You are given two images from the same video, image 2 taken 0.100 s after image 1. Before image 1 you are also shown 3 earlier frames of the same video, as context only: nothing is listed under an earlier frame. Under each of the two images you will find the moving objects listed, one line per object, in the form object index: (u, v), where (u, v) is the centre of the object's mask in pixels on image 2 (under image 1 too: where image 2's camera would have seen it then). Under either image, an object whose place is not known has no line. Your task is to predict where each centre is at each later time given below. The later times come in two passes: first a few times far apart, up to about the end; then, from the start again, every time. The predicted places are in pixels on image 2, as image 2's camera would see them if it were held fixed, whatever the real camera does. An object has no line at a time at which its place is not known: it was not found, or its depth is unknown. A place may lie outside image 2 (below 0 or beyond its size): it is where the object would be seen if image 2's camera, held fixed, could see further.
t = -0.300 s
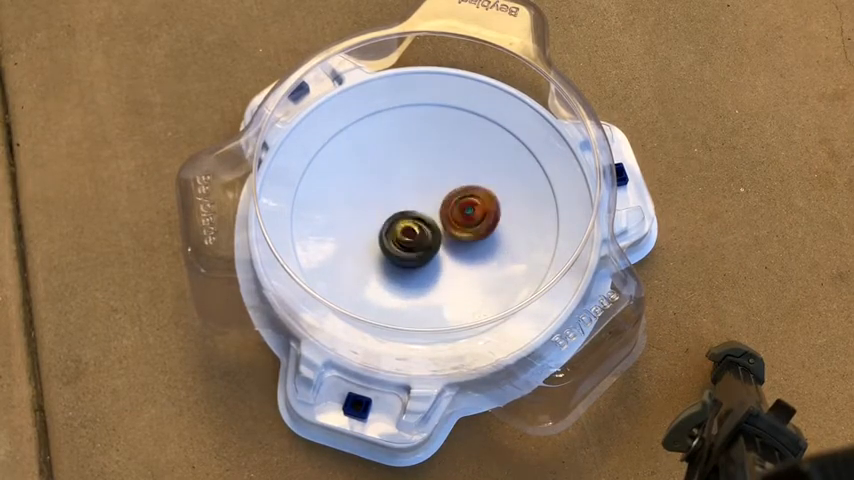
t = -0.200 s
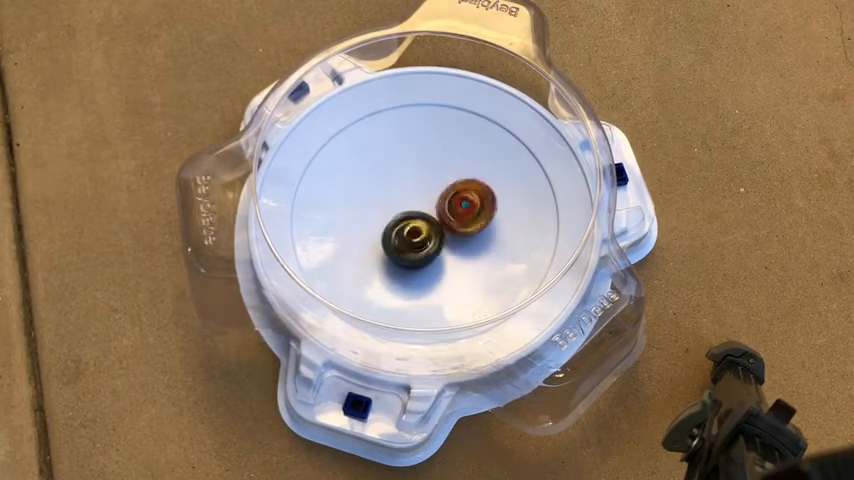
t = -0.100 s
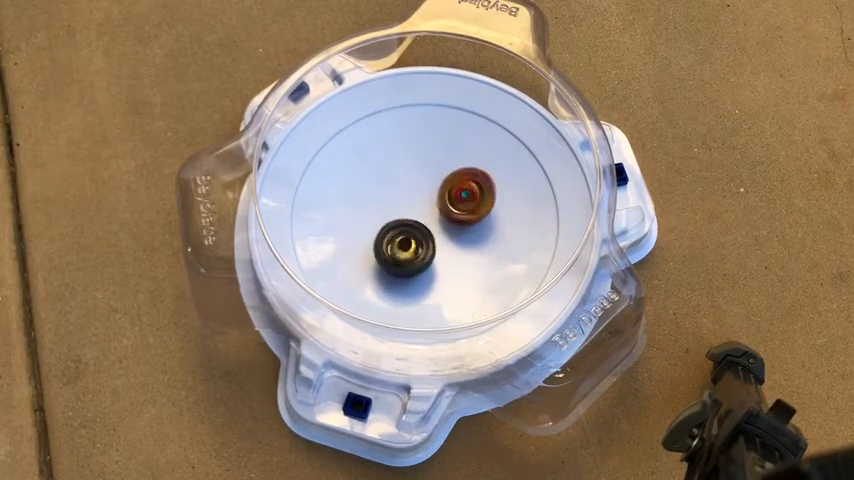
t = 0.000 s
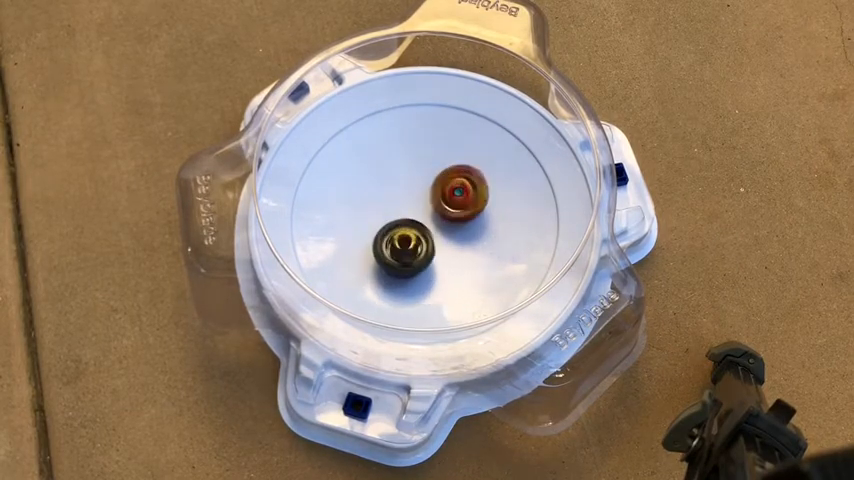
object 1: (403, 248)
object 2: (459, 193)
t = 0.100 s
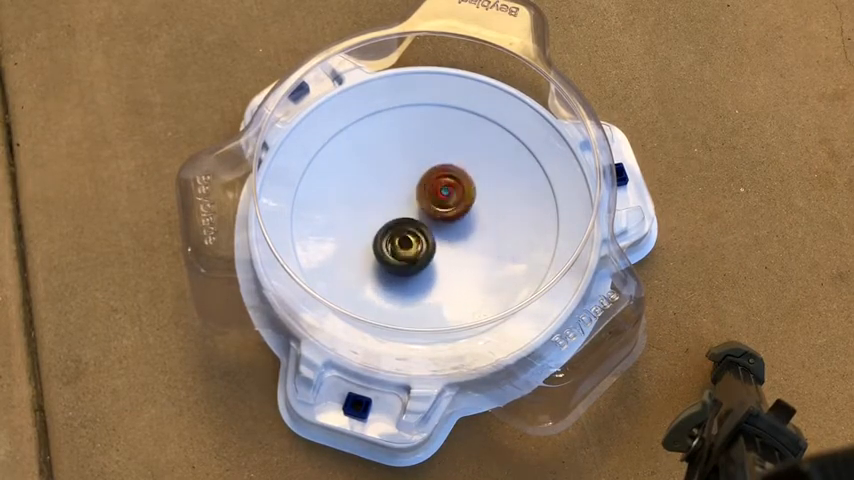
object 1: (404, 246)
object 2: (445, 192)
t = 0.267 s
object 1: (406, 244)
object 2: (418, 187)
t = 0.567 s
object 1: (417, 239)
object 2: (383, 182)
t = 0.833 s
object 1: (448, 251)
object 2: (362, 171)
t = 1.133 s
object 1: (448, 231)
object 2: (366, 182)
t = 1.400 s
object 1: (460, 218)
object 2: (378, 216)
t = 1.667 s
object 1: (456, 204)
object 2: (413, 269)
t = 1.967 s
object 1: (440, 200)
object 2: (435, 291)
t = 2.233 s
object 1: (423, 215)
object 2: (441, 280)
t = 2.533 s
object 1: (396, 213)
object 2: (464, 244)
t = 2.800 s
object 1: (396, 220)
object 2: (474, 191)
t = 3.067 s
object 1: (413, 223)
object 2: (461, 171)
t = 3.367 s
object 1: (420, 231)
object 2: (434, 168)
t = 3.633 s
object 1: (429, 238)
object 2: (391, 182)
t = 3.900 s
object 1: (434, 232)
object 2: (364, 215)
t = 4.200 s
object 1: (434, 214)
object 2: (367, 255)
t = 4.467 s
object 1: (425, 214)
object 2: (402, 275)
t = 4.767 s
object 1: (417, 213)
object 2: (463, 272)
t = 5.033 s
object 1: (421, 216)
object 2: (488, 235)
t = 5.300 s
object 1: (423, 218)
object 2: (476, 187)
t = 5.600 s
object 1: (425, 220)
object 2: (426, 162)
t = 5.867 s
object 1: (431, 220)
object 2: (382, 184)
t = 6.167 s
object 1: (436, 216)
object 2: (370, 241)
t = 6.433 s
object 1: (430, 216)
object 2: (402, 274)
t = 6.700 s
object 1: (418, 211)
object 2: (456, 270)
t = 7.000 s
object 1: (415, 215)
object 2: (485, 218)
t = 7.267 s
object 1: (419, 222)
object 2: (464, 176)
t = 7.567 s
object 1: (430, 227)
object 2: (412, 173)
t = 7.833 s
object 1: (437, 227)
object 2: (371, 208)
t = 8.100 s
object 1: (440, 225)
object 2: (384, 256)
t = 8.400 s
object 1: (433, 211)
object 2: (442, 265)
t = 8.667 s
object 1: (426, 198)
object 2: (468, 232)
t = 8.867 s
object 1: (417, 208)
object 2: (470, 204)
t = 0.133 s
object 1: (404, 246)
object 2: (440, 192)
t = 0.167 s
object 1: (404, 246)
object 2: (434, 191)
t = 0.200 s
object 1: (405, 244)
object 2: (427, 190)
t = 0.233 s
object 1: (405, 244)
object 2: (422, 190)
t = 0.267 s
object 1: (406, 244)
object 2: (418, 187)
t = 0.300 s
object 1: (407, 243)
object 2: (413, 186)
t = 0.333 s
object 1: (407, 243)
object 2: (408, 184)
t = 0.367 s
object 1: (408, 242)
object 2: (403, 184)
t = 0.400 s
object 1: (409, 241)
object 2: (398, 184)
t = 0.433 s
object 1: (410, 240)
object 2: (395, 184)
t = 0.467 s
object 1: (411, 239)
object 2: (392, 183)
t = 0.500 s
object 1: (412, 238)
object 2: (389, 183)
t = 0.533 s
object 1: (413, 237)
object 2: (387, 183)
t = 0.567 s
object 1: (417, 239)
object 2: (383, 182)
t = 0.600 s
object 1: (427, 247)
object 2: (375, 175)
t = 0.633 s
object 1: (434, 251)
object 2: (370, 171)
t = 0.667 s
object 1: (439, 253)
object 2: (365, 170)
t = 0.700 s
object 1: (442, 254)
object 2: (363, 170)
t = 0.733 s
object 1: (443, 254)
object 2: (362, 170)
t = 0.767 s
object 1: (445, 253)
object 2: (362, 170)
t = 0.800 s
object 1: (446, 252)
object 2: (362, 170)
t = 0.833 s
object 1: (448, 251)
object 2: (362, 171)
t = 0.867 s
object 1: (449, 250)
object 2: (362, 171)
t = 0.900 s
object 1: (450, 248)
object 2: (362, 171)
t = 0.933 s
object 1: (450, 246)
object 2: (362, 172)
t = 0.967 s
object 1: (451, 244)
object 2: (362, 173)
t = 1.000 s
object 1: (451, 241)
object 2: (362, 174)
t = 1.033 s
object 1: (451, 239)
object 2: (363, 176)
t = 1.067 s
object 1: (450, 236)
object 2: (363, 178)
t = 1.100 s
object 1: (450, 234)
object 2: (364, 180)
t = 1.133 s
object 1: (448, 231)
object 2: (366, 182)
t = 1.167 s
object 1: (447, 229)
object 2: (368, 185)
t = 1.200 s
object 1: (445, 226)
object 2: (371, 188)
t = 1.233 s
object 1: (443, 223)
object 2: (376, 192)
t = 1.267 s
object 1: (440, 221)
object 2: (380, 196)
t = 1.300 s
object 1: (444, 219)
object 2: (381, 200)
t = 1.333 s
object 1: (453, 218)
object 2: (378, 204)
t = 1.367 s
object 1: (458, 218)
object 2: (377, 209)
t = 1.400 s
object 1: (460, 218)
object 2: (378, 216)
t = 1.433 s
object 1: (460, 217)
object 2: (381, 222)
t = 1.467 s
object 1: (460, 217)
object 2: (385, 228)
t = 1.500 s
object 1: (459, 216)
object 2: (390, 234)
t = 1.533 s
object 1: (458, 215)
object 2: (395, 240)
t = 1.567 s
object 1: (457, 215)
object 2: (401, 246)
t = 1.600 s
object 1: (455, 214)
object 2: (406, 251)
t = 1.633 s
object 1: (456, 209)
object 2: (410, 260)
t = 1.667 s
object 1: (456, 204)
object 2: (413, 269)
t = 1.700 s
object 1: (455, 202)
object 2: (415, 277)
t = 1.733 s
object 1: (454, 201)
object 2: (418, 283)
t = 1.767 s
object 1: (453, 200)
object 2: (421, 287)
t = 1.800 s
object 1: (451, 199)
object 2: (424, 289)
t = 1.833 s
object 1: (449, 199)
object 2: (426, 291)
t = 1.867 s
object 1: (447, 199)
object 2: (429, 291)
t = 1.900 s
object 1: (444, 199)
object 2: (431, 292)
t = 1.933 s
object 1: (442, 199)
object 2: (434, 292)
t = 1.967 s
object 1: (440, 200)
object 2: (435, 291)
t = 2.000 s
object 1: (437, 201)
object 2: (436, 291)
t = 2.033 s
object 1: (435, 202)
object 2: (436, 290)
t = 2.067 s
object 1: (432, 204)
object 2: (437, 289)
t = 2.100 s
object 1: (430, 205)
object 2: (438, 289)
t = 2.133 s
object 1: (428, 207)
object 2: (439, 287)
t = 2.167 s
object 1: (426, 210)
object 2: (439, 286)
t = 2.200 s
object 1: (425, 212)
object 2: (440, 284)
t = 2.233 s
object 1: (423, 215)
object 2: (441, 280)
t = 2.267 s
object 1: (422, 218)
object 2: (441, 276)
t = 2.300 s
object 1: (419, 218)
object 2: (443, 273)
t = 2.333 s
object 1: (414, 214)
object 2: (446, 272)
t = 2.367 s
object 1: (412, 214)
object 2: (448, 269)
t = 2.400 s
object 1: (411, 215)
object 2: (448, 265)
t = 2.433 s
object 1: (406, 214)
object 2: (452, 260)
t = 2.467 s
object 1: (400, 212)
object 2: (458, 257)
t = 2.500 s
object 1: (397, 212)
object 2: (462, 251)
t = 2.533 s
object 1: (396, 213)
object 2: (464, 244)
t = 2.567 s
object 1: (395, 213)
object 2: (466, 237)
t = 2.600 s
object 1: (394, 213)
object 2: (468, 231)
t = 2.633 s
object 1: (393, 215)
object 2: (470, 224)
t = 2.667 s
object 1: (393, 215)
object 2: (471, 217)
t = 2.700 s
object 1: (393, 217)
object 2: (472, 210)
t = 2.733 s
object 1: (394, 217)
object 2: (474, 204)
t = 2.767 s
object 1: (394, 219)
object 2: (474, 197)
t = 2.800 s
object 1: (396, 220)
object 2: (474, 191)
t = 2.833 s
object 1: (397, 221)
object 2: (474, 186)
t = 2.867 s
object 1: (399, 222)
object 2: (473, 183)
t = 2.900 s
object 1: (401, 222)
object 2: (471, 179)
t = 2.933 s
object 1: (403, 223)
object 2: (470, 176)
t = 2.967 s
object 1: (405, 223)
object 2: (468, 174)
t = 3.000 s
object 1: (408, 223)
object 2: (466, 173)
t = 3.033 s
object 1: (410, 223)
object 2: (464, 172)
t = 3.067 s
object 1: (413, 223)
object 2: (461, 171)
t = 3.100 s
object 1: (415, 221)
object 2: (457, 170)
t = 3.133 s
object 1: (417, 220)
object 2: (455, 170)
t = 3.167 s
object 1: (420, 219)
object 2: (452, 171)
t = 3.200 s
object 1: (418, 225)
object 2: (452, 167)
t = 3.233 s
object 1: (417, 230)
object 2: (449, 165)
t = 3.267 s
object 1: (419, 231)
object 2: (444, 165)
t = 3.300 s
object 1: (419, 231)
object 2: (441, 165)
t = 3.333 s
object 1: (419, 231)
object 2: (437, 166)
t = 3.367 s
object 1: (420, 231)
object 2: (434, 168)
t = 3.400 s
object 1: (421, 231)
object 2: (430, 170)
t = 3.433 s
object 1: (421, 230)
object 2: (426, 172)
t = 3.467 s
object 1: (422, 231)
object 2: (422, 173)
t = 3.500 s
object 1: (425, 235)
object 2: (416, 173)
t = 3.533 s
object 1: (427, 237)
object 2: (409, 174)
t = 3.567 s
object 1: (428, 238)
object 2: (402, 176)
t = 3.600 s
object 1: (429, 238)
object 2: (396, 178)
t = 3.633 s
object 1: (429, 238)
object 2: (391, 182)
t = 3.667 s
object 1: (430, 238)
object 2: (386, 185)
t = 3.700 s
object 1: (431, 238)
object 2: (381, 190)
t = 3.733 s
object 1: (432, 237)
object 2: (377, 193)
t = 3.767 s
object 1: (433, 236)
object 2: (374, 198)
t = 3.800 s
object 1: (434, 235)
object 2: (370, 202)
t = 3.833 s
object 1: (434, 234)
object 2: (367, 207)
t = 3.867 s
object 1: (434, 233)
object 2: (365, 211)
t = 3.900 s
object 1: (434, 232)
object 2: (364, 215)
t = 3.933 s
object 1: (434, 230)
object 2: (363, 220)
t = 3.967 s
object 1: (433, 229)
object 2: (362, 224)
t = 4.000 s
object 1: (432, 227)
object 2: (364, 227)
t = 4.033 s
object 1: (431, 226)
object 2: (364, 231)
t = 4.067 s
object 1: (430, 225)
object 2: (366, 235)
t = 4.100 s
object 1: (431, 222)
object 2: (366, 238)
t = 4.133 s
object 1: (435, 218)
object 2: (365, 245)
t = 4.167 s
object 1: (436, 215)
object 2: (366, 250)
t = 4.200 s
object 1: (434, 214)
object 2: (367, 255)
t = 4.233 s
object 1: (433, 214)
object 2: (370, 259)
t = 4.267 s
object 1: (433, 214)
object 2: (374, 264)
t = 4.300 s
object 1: (432, 213)
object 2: (377, 267)
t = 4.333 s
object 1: (430, 213)
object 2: (382, 269)
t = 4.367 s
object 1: (429, 213)
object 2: (386, 271)
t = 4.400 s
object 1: (428, 213)
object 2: (391, 273)
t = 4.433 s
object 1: (427, 213)
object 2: (396, 275)
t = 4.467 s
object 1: (425, 214)
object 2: (402, 275)
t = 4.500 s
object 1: (424, 215)
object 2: (407, 275)
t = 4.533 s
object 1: (423, 216)
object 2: (413, 275)
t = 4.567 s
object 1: (423, 217)
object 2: (420, 274)
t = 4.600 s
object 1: (420, 214)
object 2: (428, 276)
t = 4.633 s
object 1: (418, 211)
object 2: (438, 279)
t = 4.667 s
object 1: (417, 212)
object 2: (445, 279)
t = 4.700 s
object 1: (416, 213)
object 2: (452, 277)
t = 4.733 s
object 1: (417, 213)
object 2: (458, 276)
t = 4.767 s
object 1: (417, 213)
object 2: (463, 272)
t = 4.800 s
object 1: (417, 213)
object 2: (468, 270)
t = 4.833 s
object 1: (416, 214)
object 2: (472, 266)
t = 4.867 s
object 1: (417, 215)
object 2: (477, 262)
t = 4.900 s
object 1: (418, 215)
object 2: (480, 257)
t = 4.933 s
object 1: (418, 215)
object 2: (482, 252)
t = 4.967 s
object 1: (418, 215)
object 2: (485, 246)
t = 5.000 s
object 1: (419, 216)
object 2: (486, 241)
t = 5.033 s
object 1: (421, 216)
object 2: (488, 235)
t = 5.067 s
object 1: (421, 216)
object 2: (488, 229)
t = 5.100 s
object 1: (422, 216)
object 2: (487, 223)
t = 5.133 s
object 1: (423, 217)
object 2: (487, 217)
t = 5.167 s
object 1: (424, 216)
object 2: (484, 212)
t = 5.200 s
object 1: (422, 217)
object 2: (485, 205)
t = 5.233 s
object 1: (422, 219)
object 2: (482, 199)
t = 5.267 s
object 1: (423, 218)
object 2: (479, 193)
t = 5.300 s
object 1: (423, 218)
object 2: (476, 187)
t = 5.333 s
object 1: (423, 218)
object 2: (471, 181)
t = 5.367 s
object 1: (423, 219)
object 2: (466, 177)
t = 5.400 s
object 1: (423, 219)
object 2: (460, 173)
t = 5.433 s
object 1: (424, 219)
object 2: (455, 169)
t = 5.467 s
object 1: (424, 219)
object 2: (448, 166)
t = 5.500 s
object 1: (424, 219)
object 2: (443, 164)
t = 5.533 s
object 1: (424, 220)
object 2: (437, 163)
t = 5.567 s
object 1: (424, 221)
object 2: (431, 161)
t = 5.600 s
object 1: (425, 220)
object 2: (426, 162)
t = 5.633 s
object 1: (425, 220)
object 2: (420, 161)
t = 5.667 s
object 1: (425, 221)
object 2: (415, 163)
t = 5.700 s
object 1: (425, 221)
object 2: (408, 165)
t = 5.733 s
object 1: (426, 221)
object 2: (404, 168)
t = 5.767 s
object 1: (427, 221)
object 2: (397, 171)
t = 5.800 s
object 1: (428, 221)
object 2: (393, 175)
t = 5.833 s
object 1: (430, 220)
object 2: (386, 180)
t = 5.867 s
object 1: (431, 220)
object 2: (382, 184)
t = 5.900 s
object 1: (433, 220)
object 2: (377, 191)
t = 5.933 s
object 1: (433, 220)
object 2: (375, 196)
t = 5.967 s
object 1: (434, 220)
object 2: (372, 203)
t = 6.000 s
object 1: (434, 220)
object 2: (370, 208)
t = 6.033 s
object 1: (436, 219)
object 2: (368, 216)
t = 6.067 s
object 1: (437, 217)
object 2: (367, 222)
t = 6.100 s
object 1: (437, 217)
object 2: (368, 229)
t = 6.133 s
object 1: (436, 217)
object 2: (368, 234)
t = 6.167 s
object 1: (436, 216)
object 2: (370, 241)
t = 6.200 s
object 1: (436, 216)
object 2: (372, 246)
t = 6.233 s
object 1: (436, 215)
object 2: (375, 252)
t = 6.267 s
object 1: (434, 214)
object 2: (378, 257)
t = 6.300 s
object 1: (434, 215)
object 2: (383, 263)
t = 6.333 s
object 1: (433, 215)
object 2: (386, 266)
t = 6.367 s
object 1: (432, 215)
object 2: (392, 269)
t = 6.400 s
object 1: (431, 215)
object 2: (396, 272)
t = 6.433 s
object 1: (430, 216)
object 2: (402, 274)
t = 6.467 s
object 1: (430, 217)
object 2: (407, 275)
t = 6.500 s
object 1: (429, 218)
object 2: (414, 275)
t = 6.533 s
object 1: (429, 219)
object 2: (420, 275)
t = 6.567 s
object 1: (428, 217)
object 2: (427, 275)
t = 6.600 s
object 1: (424, 214)
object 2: (436, 276)
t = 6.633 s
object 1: (422, 210)
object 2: (443, 275)
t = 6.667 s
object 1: (419, 209)
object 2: (450, 273)
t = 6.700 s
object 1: (418, 211)
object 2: (456, 270)
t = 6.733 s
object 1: (420, 212)
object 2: (463, 265)
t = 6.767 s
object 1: (421, 212)
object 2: (467, 261)
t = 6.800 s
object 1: (421, 211)
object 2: (472, 254)
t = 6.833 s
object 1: (420, 210)
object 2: (474, 250)
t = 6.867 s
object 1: (419, 211)
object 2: (477, 243)
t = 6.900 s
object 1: (419, 212)
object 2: (478, 237)
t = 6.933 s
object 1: (420, 213)
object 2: (480, 230)
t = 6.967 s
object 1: (417, 214)
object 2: (482, 224)
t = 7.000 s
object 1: (415, 215)
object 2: (485, 218)
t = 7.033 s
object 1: (414, 216)
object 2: (485, 211)
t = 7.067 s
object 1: (416, 218)
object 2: (484, 206)
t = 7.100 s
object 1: (417, 219)
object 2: (481, 200)
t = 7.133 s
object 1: (418, 218)
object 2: (478, 195)
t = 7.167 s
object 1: (418, 219)
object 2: (475, 190)
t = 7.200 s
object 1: (419, 219)
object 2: (470, 185)
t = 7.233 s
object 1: (420, 219)
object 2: (468, 182)
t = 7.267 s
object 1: (419, 222)
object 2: (464, 176)
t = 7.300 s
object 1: (420, 223)
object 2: (458, 175)
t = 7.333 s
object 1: (422, 223)
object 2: (454, 173)
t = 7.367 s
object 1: (423, 225)
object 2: (448, 172)
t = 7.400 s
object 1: (424, 228)
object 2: (442, 167)
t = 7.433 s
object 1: (427, 230)
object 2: (436, 166)
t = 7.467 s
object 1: (429, 229)
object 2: (430, 166)
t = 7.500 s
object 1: (430, 228)
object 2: (425, 168)
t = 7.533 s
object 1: (431, 227)
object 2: (418, 168)
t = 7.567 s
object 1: (430, 227)
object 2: (412, 173)
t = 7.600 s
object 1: (431, 228)
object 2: (409, 174)
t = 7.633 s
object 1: (433, 230)
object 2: (400, 176)
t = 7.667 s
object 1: (435, 231)
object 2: (395, 182)
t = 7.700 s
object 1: (435, 229)
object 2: (391, 185)
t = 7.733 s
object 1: (434, 228)
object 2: (385, 192)
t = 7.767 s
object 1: (433, 227)
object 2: (382, 198)
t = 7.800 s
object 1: (436, 228)
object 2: (378, 203)
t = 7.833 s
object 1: (437, 227)
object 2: (371, 208)
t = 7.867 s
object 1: (438, 227)
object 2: (370, 216)
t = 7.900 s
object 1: (437, 226)
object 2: (370, 222)
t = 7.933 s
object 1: (436, 227)
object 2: (369, 227)
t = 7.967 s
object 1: (435, 229)
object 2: (372, 234)
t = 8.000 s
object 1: (435, 230)
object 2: (375, 240)
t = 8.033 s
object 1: (437, 228)
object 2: (376, 245)
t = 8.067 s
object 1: (439, 226)
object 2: (379, 251)
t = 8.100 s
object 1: (440, 225)
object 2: (384, 256)
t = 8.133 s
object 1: (441, 222)
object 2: (391, 259)
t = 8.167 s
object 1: (441, 221)
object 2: (396, 261)
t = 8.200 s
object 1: (439, 220)
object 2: (404, 263)
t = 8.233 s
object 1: (436, 220)
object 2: (411, 264)
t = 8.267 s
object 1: (435, 217)
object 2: (417, 267)
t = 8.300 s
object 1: (435, 214)
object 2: (424, 269)
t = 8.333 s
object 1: (435, 213)
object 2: (431, 268)
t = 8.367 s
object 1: (434, 211)
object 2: (438, 268)
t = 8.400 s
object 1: (433, 211)
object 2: (442, 265)
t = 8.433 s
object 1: (432, 210)
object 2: (447, 263)
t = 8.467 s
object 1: (430, 207)
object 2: (453, 260)
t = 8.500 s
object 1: (428, 204)
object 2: (458, 257)
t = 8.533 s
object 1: (427, 202)
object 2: (460, 252)
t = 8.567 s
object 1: (426, 201)
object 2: (464, 248)
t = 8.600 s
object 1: (426, 199)
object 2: (467, 242)
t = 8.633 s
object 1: (427, 199)
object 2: (468, 237)
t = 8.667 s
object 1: (426, 198)
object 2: (468, 232)
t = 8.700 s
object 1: (422, 197)
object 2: (470, 229)
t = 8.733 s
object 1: (420, 199)
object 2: (474, 222)
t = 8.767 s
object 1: (419, 201)
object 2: (474, 216)
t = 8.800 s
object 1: (416, 203)
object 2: (475, 212)
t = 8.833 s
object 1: (416, 205)
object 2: (472, 207)
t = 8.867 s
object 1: (417, 208)
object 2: (470, 204)
